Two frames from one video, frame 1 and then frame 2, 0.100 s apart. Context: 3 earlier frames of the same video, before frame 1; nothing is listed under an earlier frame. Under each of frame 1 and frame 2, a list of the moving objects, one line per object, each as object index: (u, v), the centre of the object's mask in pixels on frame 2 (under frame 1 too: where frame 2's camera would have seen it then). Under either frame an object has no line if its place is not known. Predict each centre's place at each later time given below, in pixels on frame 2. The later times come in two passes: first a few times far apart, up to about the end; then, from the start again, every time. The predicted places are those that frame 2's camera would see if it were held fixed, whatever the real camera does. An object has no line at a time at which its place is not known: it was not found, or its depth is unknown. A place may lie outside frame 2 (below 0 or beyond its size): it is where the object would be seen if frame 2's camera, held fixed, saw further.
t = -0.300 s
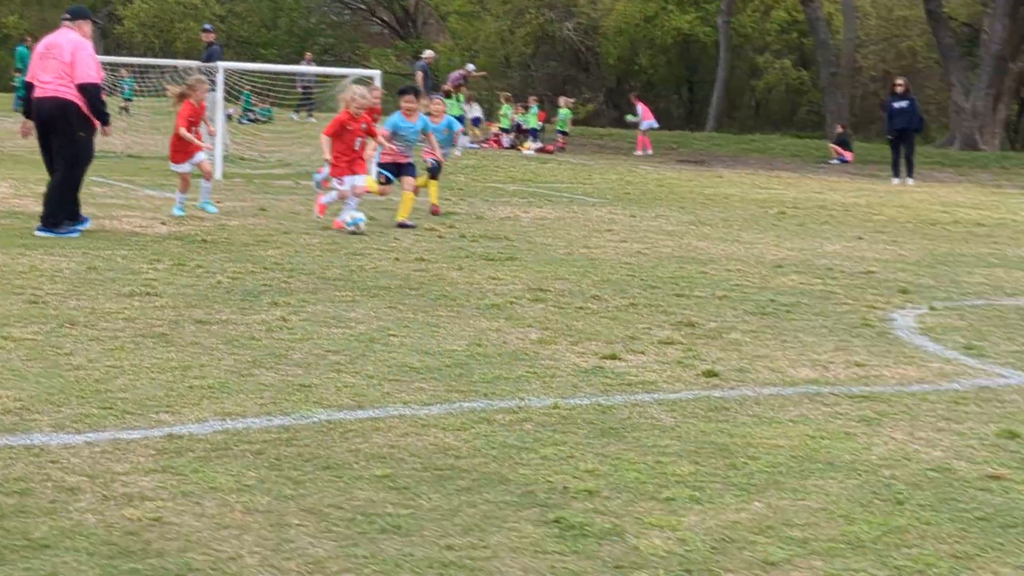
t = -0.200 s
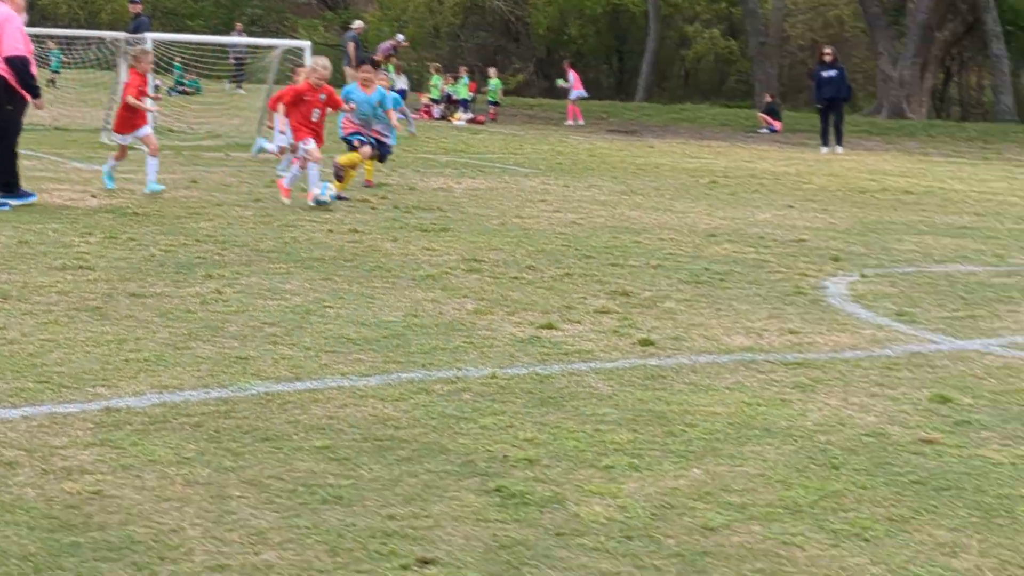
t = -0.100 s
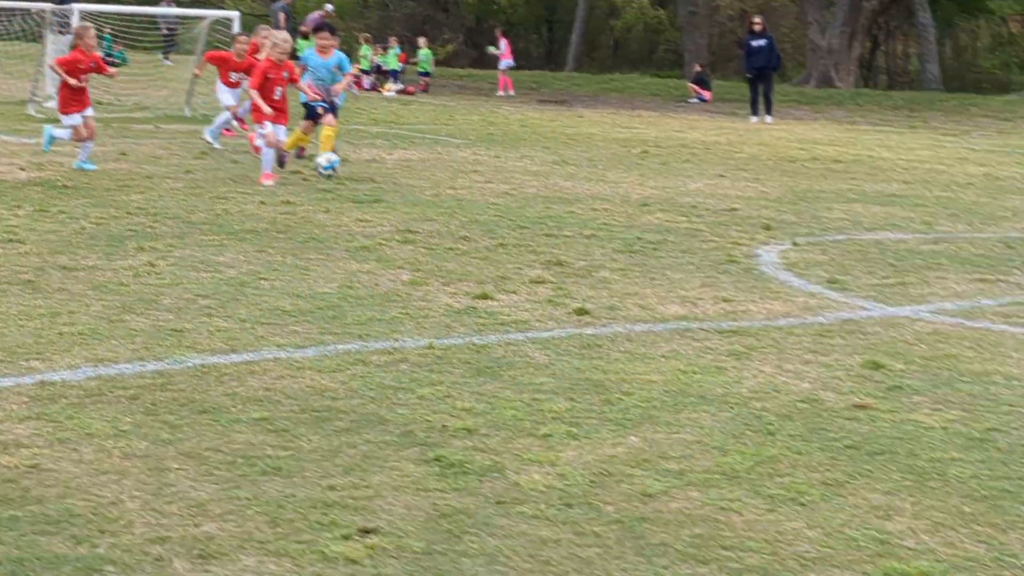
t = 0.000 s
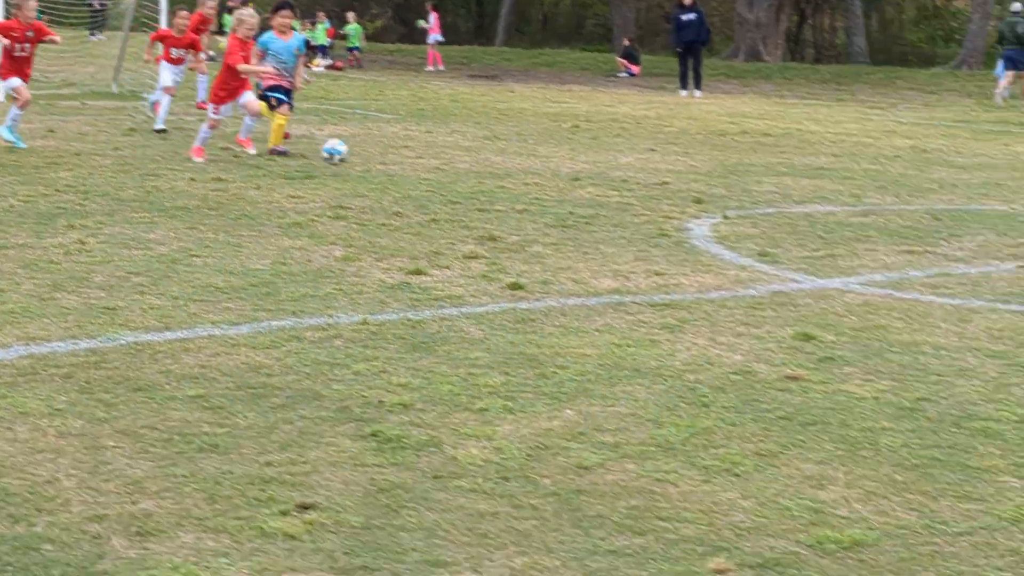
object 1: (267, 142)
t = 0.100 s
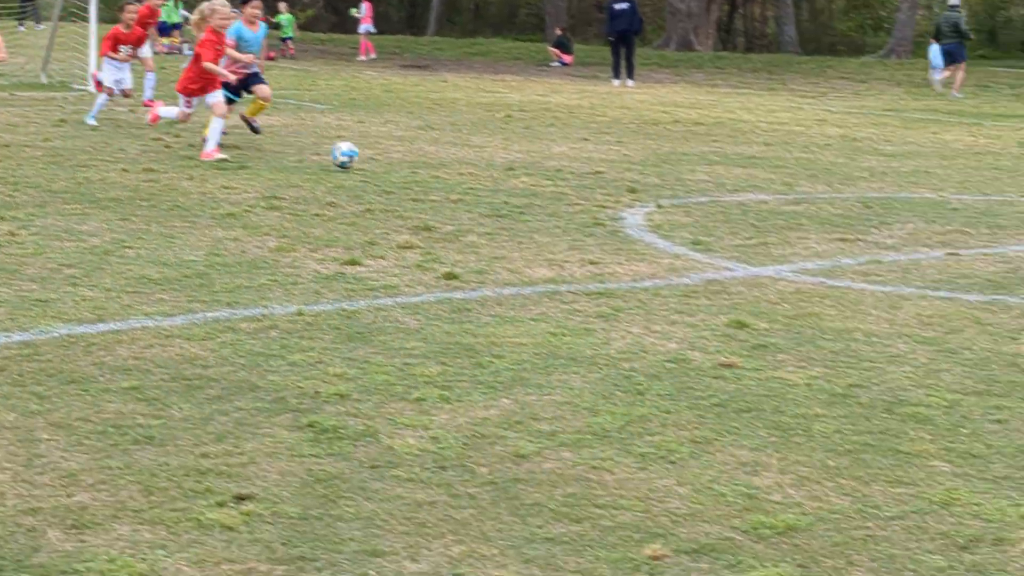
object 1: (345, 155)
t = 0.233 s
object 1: (434, 153)
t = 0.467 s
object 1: (581, 168)
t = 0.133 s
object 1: (367, 153)
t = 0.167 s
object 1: (389, 151)
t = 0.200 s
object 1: (411, 151)
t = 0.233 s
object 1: (434, 153)
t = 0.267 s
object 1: (458, 157)
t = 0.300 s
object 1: (481, 164)
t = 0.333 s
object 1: (505, 171)
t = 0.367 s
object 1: (524, 170)
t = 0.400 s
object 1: (542, 168)
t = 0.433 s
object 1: (561, 167)
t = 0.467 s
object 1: (581, 168)
